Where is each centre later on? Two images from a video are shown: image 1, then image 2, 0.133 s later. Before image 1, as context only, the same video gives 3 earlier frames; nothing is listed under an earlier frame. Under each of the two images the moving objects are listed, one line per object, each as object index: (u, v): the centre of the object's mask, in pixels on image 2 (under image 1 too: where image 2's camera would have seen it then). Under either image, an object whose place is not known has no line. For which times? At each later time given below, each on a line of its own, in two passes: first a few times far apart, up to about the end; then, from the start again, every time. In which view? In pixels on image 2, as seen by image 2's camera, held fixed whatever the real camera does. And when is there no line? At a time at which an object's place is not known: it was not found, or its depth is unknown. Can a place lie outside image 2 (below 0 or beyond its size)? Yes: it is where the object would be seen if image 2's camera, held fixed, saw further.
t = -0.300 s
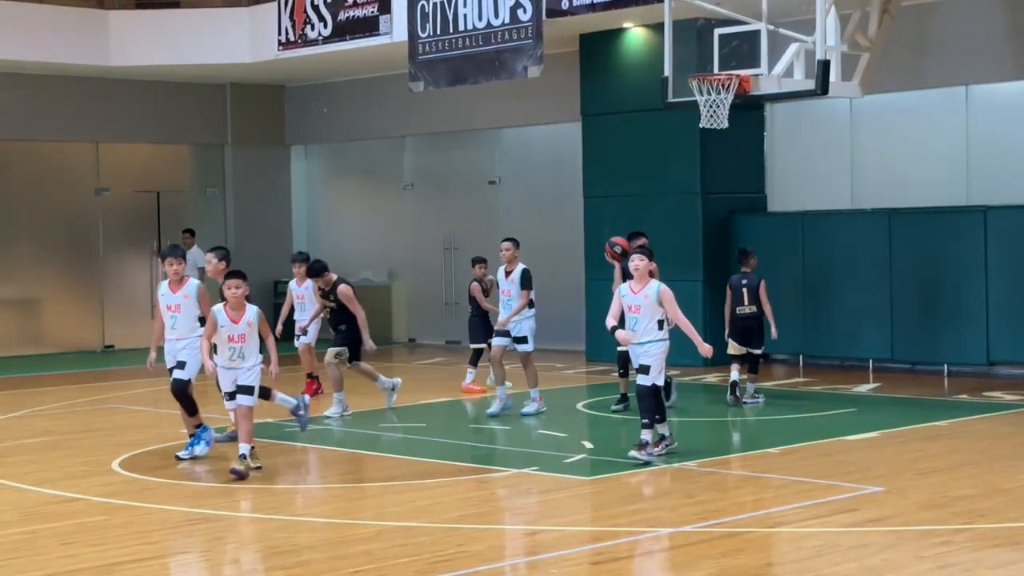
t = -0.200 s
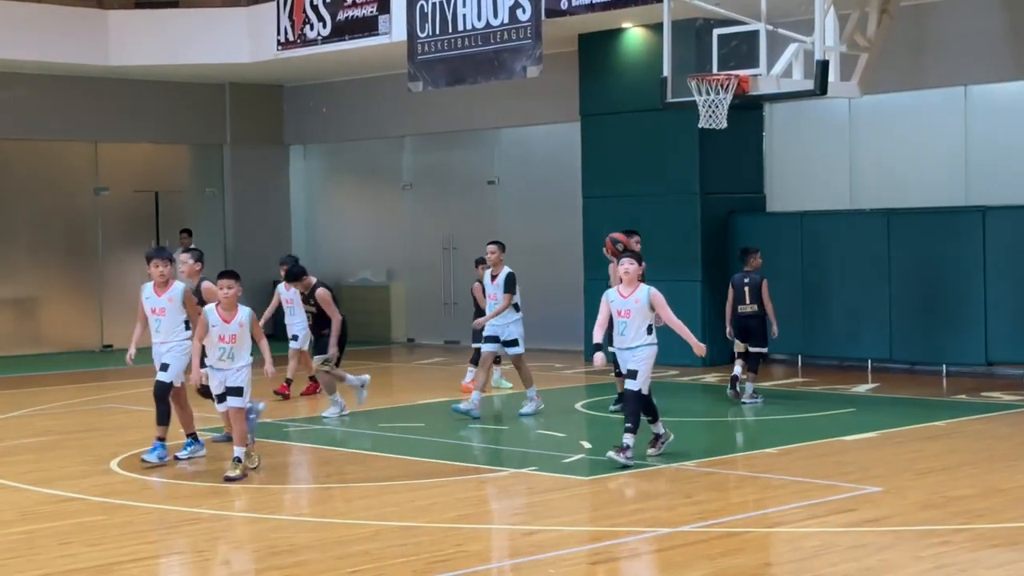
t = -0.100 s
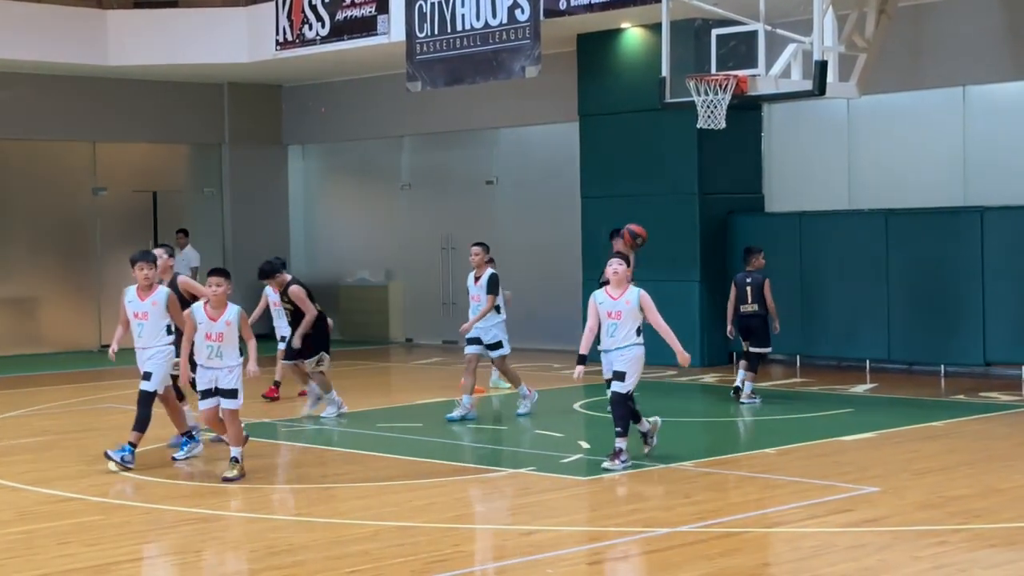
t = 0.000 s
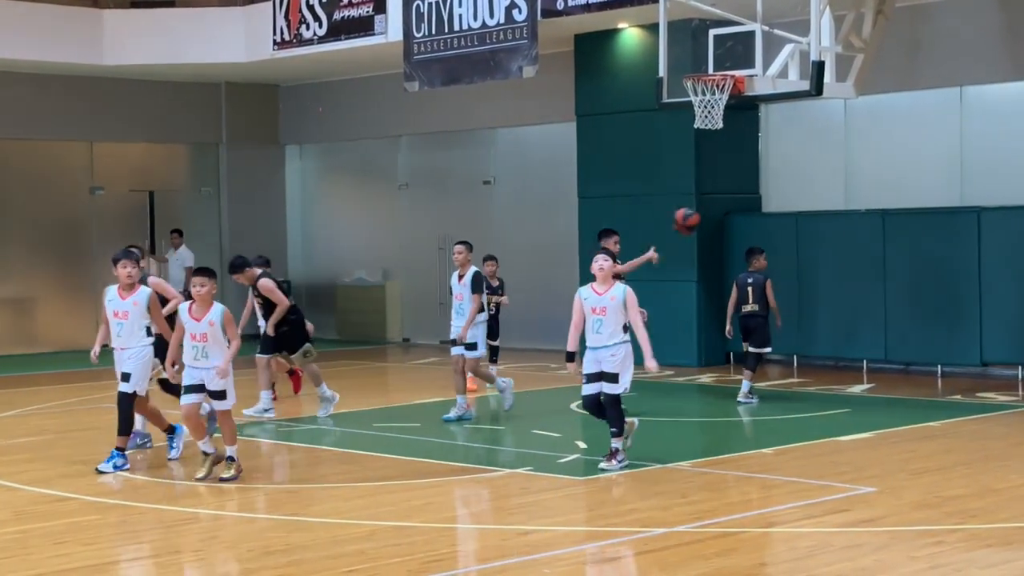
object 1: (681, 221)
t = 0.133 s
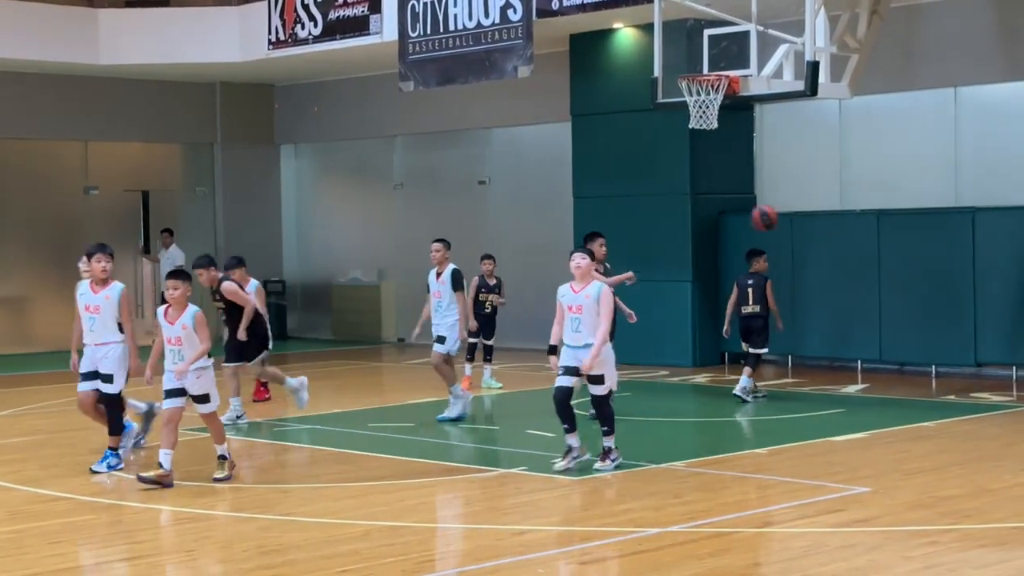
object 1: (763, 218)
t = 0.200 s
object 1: (806, 223)
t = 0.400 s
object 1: (932, 272)
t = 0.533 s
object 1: (1019, 330)
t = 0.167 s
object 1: (786, 220)
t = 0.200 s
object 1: (806, 223)
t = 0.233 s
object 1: (828, 227)
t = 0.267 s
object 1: (848, 234)
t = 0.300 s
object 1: (869, 242)
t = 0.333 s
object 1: (891, 250)
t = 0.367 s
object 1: (912, 261)
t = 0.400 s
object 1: (932, 272)
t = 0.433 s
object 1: (953, 285)
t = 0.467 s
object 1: (976, 299)
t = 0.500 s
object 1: (997, 314)
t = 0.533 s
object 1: (1019, 330)
